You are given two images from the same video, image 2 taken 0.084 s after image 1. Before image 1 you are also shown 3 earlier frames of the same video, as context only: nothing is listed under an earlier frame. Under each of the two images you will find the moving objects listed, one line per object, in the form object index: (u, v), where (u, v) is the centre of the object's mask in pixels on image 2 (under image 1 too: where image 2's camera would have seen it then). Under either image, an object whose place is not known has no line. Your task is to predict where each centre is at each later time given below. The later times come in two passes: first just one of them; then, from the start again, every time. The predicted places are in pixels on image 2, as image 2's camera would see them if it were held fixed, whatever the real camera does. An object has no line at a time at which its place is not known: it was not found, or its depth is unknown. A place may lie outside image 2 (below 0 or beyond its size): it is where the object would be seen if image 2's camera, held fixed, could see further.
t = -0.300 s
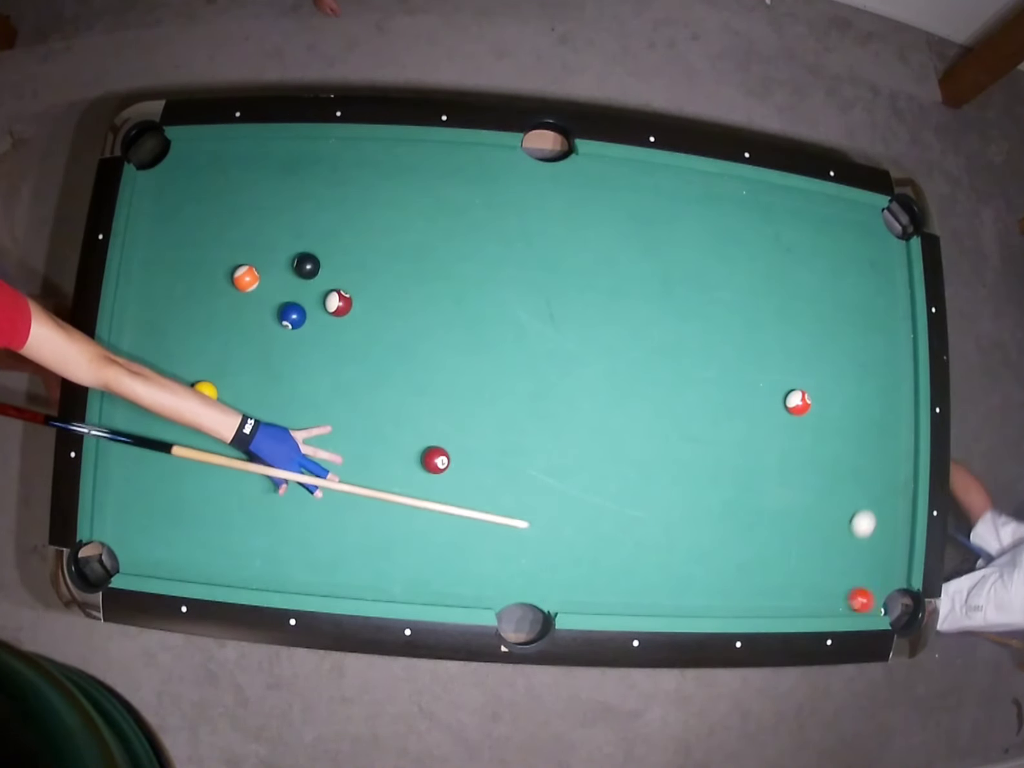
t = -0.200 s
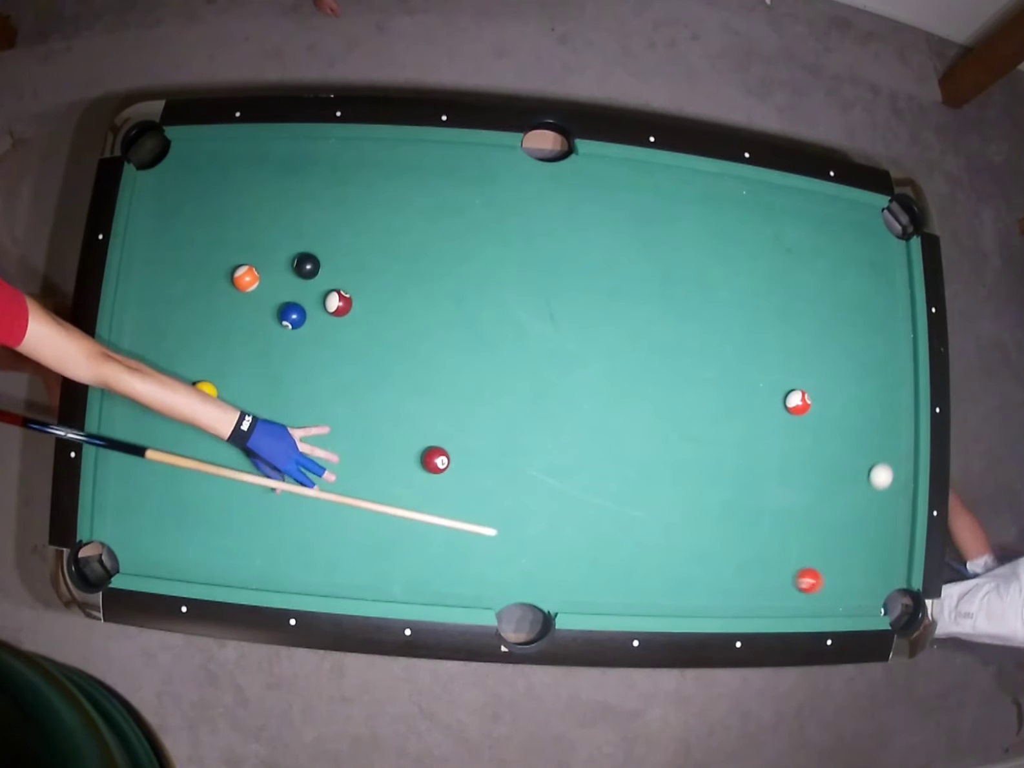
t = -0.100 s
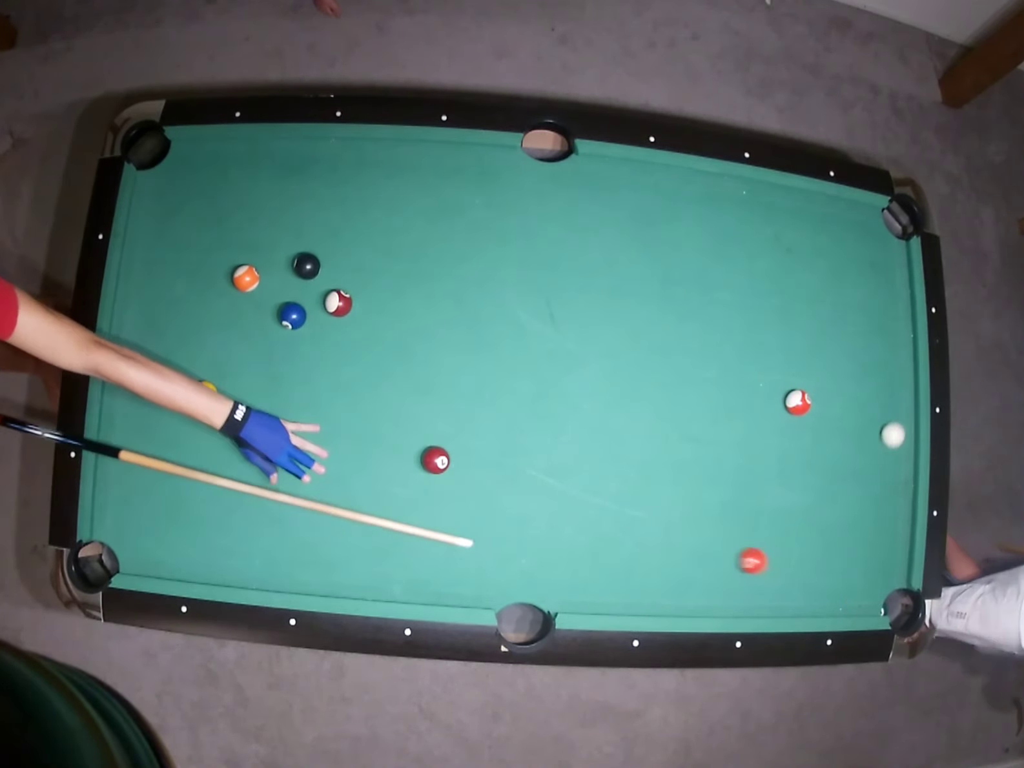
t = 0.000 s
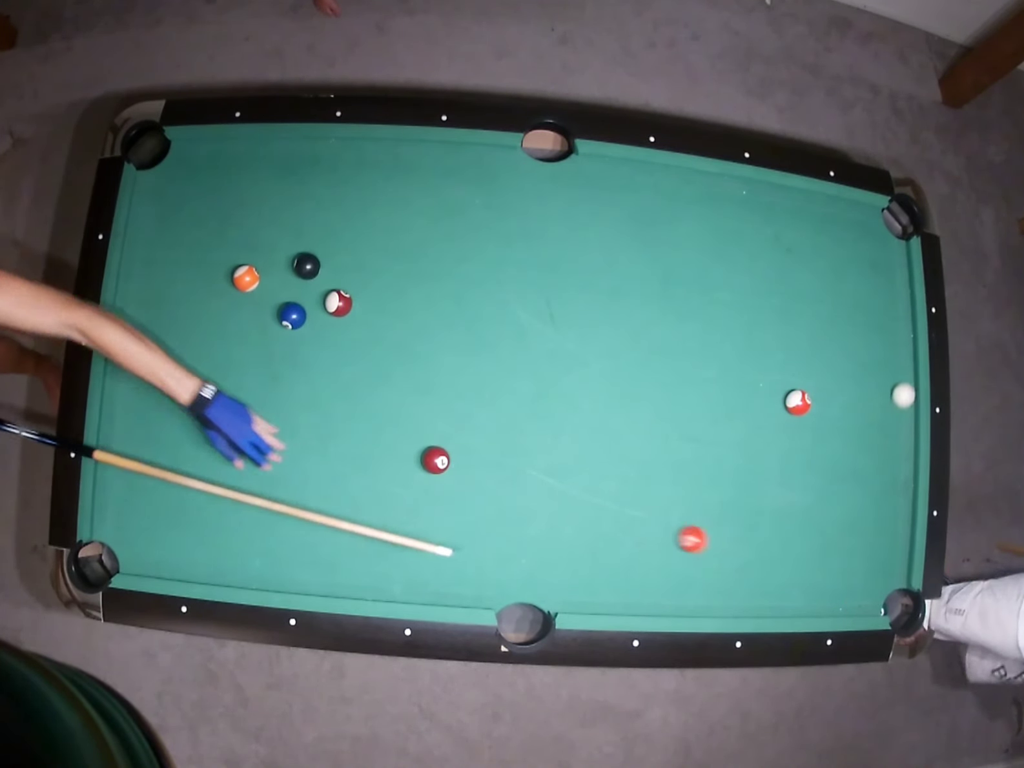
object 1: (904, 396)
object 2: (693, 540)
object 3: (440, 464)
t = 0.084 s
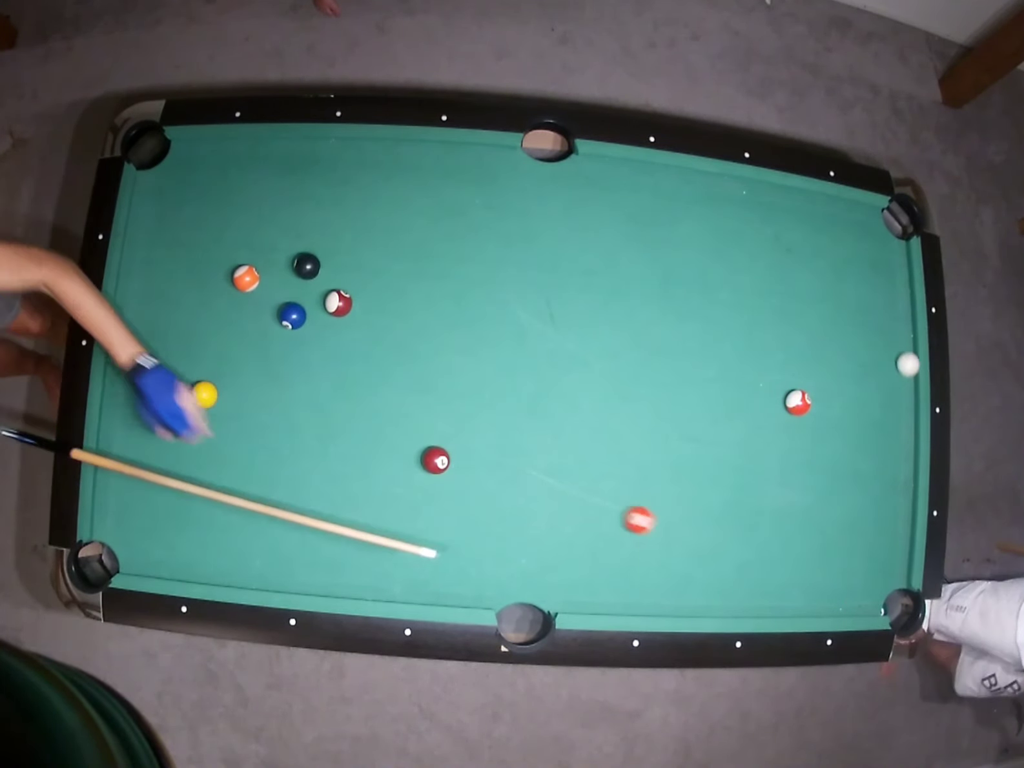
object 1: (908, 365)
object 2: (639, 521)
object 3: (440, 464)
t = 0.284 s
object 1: (896, 299)
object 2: (504, 472)
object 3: (440, 464)
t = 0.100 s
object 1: (907, 359)
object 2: (628, 517)
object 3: (440, 464)
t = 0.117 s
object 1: (906, 354)
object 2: (617, 513)
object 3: (440, 464)
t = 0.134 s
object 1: (905, 348)
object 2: (606, 510)
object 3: (440, 464)
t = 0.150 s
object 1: (904, 342)
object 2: (594, 505)
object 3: (440, 464)
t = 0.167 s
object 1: (903, 337)
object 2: (584, 501)
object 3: (440, 464)
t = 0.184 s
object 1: (902, 331)
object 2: (573, 497)
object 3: (440, 464)
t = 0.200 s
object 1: (901, 326)
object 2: (561, 492)
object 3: (440, 464)
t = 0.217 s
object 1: (901, 321)
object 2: (549, 489)
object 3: (440, 464)
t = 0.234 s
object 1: (899, 315)
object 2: (538, 485)
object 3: (440, 464)
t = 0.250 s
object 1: (899, 310)
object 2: (526, 481)
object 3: (440, 464)
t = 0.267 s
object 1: (897, 304)
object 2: (515, 476)
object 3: (440, 464)
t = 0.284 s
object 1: (896, 299)
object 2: (504, 472)
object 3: (440, 464)
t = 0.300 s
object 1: (895, 294)
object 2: (492, 468)
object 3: (440, 464)
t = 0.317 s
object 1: (894, 289)
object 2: (481, 463)
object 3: (440, 464)
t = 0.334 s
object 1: (893, 283)
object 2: (470, 459)
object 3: (439, 463)
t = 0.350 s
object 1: (892, 278)
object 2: (463, 455)
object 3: (433, 462)
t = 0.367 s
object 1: (891, 273)
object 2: (461, 449)
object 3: (423, 463)
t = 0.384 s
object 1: (889, 268)
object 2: (460, 443)
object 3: (413, 465)
